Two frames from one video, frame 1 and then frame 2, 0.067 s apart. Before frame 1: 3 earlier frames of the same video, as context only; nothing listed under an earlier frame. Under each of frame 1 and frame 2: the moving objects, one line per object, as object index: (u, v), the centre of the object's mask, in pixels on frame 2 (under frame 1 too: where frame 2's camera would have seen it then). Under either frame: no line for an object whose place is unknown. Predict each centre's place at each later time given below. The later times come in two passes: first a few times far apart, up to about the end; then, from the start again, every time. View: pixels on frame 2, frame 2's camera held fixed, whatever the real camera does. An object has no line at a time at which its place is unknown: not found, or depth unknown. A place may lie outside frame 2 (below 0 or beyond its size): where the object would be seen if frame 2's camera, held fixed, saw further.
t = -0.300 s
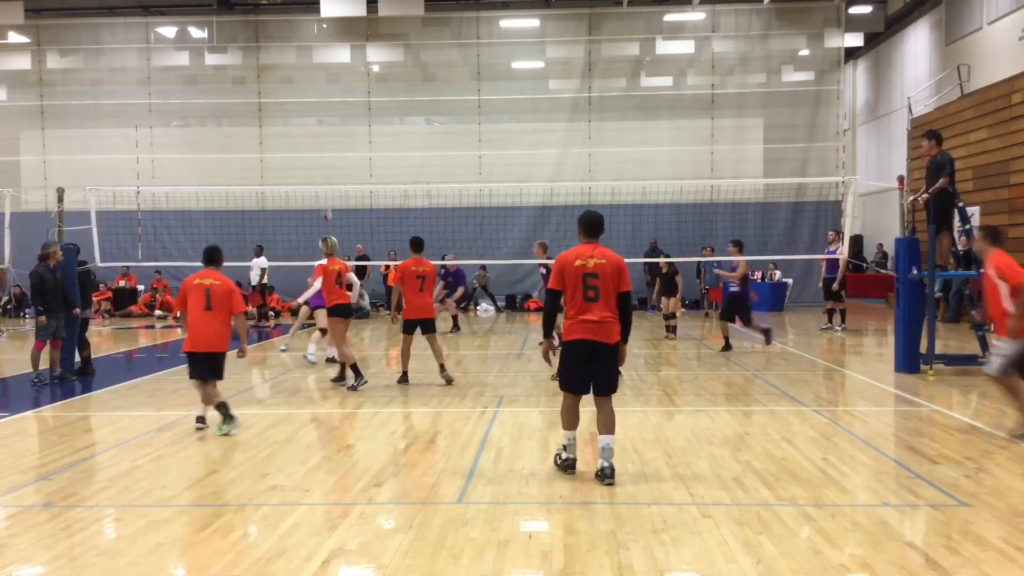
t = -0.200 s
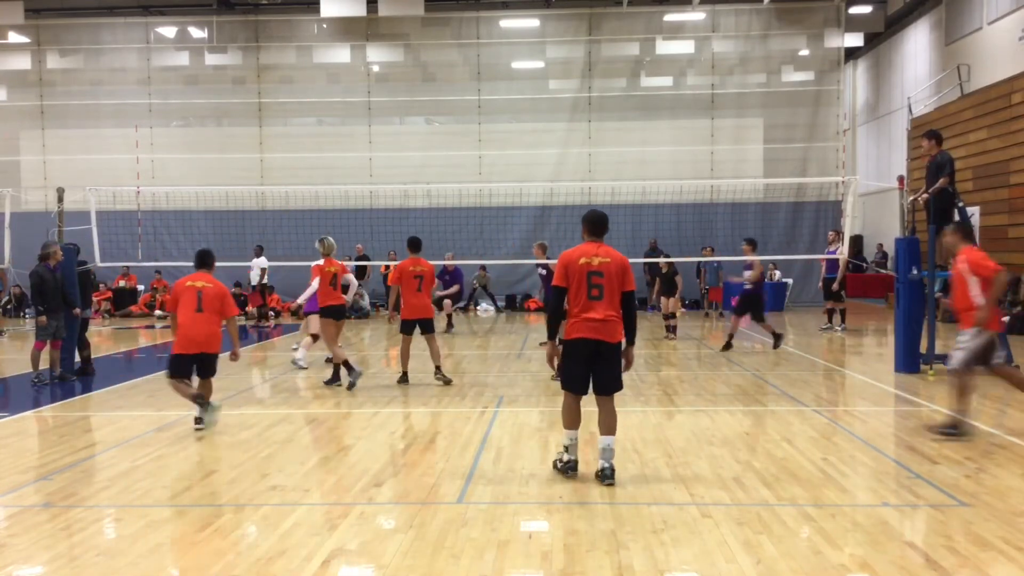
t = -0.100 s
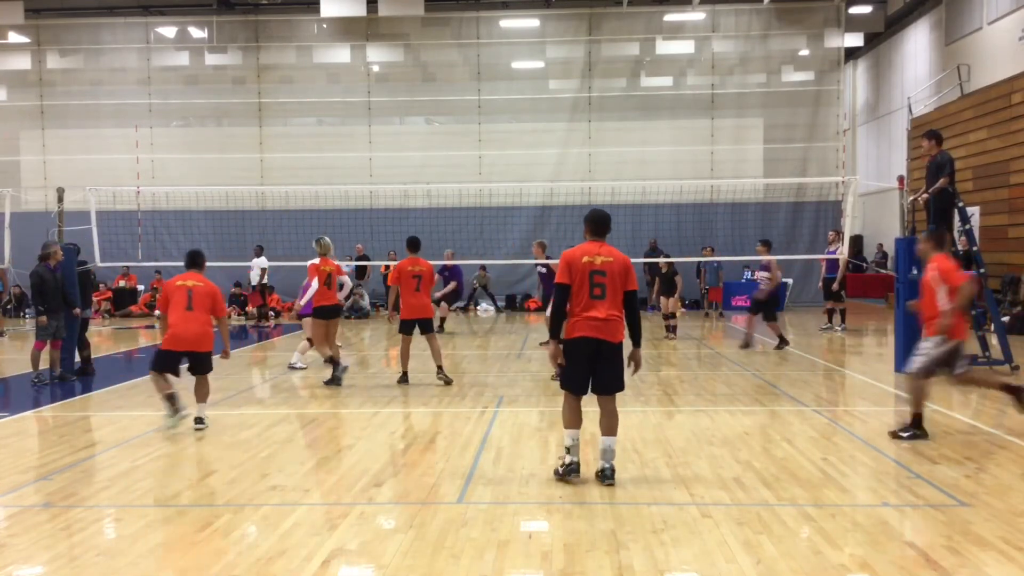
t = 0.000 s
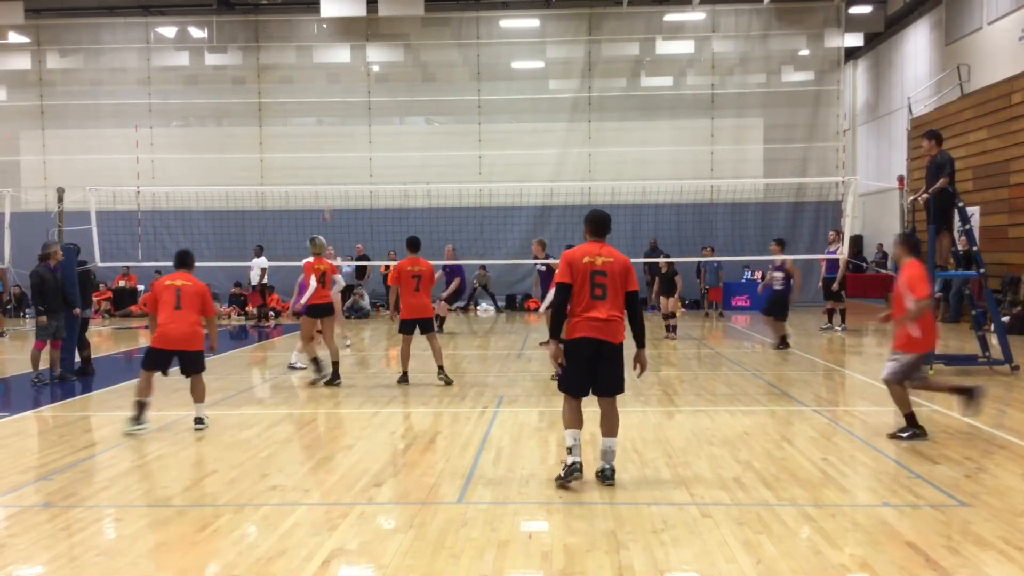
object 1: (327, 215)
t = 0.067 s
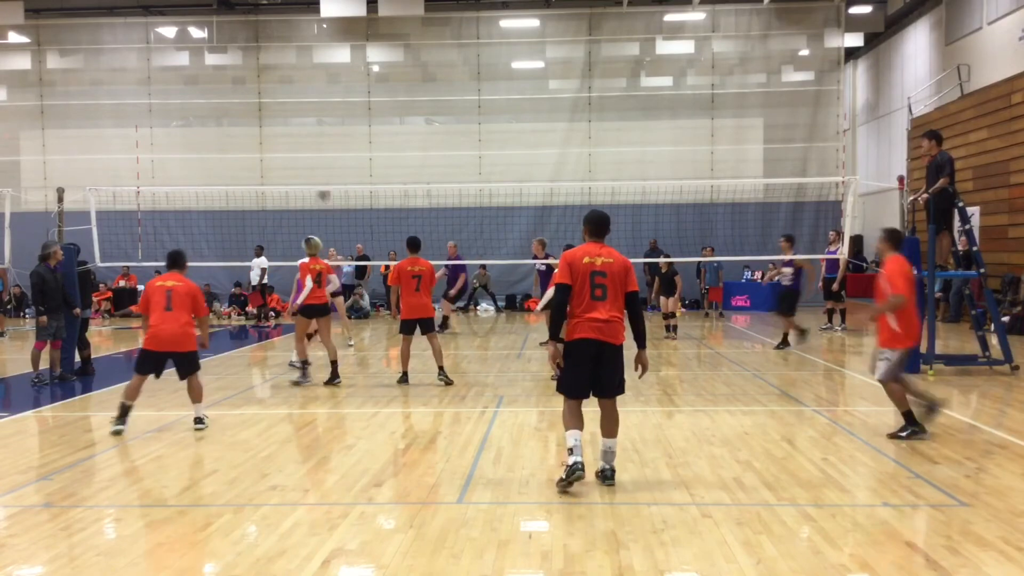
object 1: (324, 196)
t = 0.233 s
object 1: (317, 148)
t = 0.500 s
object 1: (306, 110)
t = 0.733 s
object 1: (297, 111)
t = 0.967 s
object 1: (289, 153)
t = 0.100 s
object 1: (322, 180)
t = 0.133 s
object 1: (321, 173)
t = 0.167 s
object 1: (320, 164)
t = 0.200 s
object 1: (318, 156)
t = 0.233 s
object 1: (317, 148)
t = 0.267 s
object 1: (315, 141)
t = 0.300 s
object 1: (314, 135)
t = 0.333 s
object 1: (313, 129)
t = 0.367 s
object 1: (312, 124)
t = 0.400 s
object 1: (310, 119)
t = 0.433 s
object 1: (309, 115)
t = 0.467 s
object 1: (307, 112)
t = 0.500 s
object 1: (306, 110)
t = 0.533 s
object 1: (305, 108)
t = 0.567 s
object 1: (303, 107)
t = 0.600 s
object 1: (302, 107)
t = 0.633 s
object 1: (301, 107)
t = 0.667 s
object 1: (299, 108)
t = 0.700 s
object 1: (298, 110)
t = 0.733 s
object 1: (297, 111)
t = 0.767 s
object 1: (295, 116)
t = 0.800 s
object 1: (294, 120)
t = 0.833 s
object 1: (293, 125)
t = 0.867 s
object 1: (292, 130)
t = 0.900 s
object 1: (291, 138)
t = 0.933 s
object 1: (290, 145)
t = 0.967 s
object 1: (289, 153)
